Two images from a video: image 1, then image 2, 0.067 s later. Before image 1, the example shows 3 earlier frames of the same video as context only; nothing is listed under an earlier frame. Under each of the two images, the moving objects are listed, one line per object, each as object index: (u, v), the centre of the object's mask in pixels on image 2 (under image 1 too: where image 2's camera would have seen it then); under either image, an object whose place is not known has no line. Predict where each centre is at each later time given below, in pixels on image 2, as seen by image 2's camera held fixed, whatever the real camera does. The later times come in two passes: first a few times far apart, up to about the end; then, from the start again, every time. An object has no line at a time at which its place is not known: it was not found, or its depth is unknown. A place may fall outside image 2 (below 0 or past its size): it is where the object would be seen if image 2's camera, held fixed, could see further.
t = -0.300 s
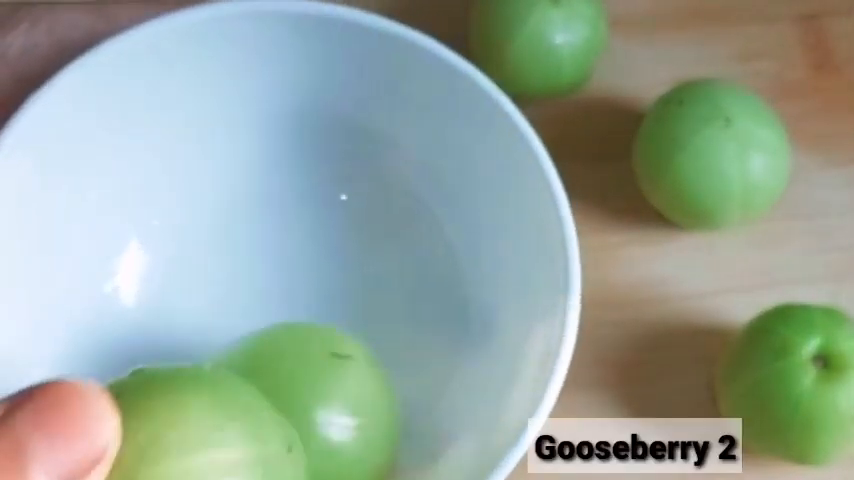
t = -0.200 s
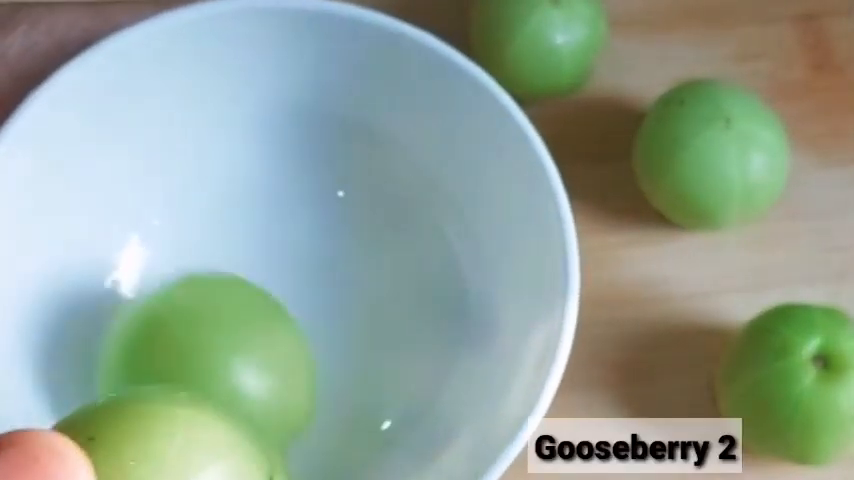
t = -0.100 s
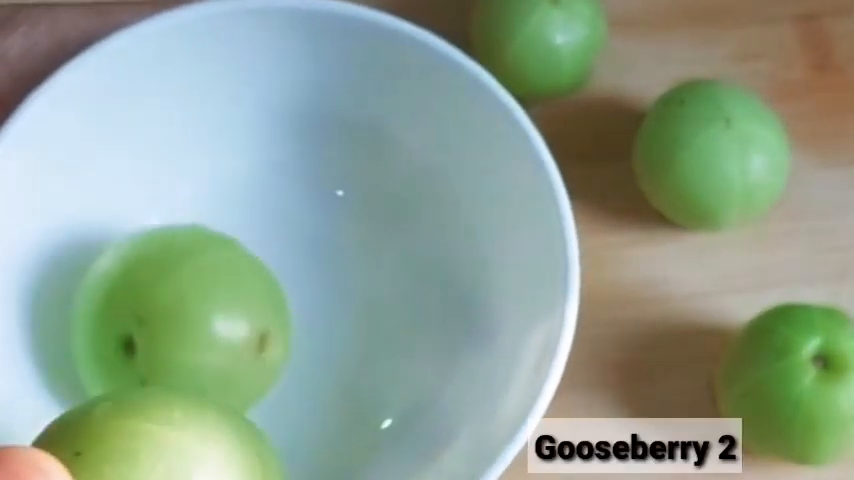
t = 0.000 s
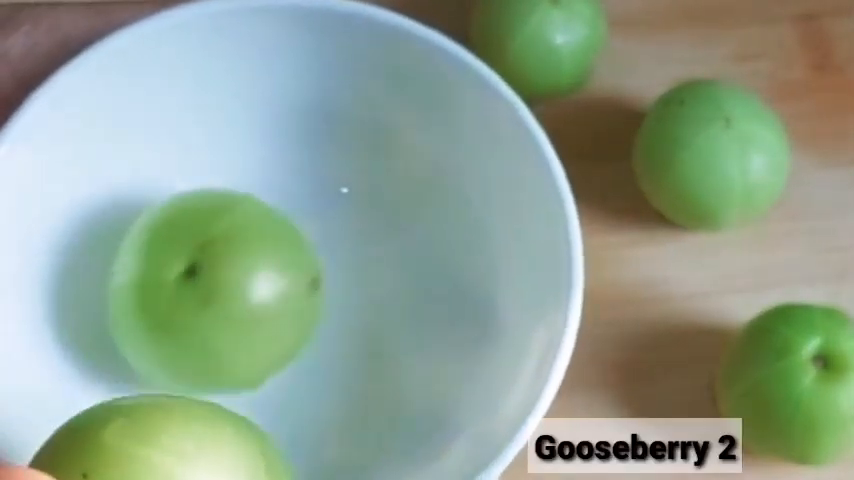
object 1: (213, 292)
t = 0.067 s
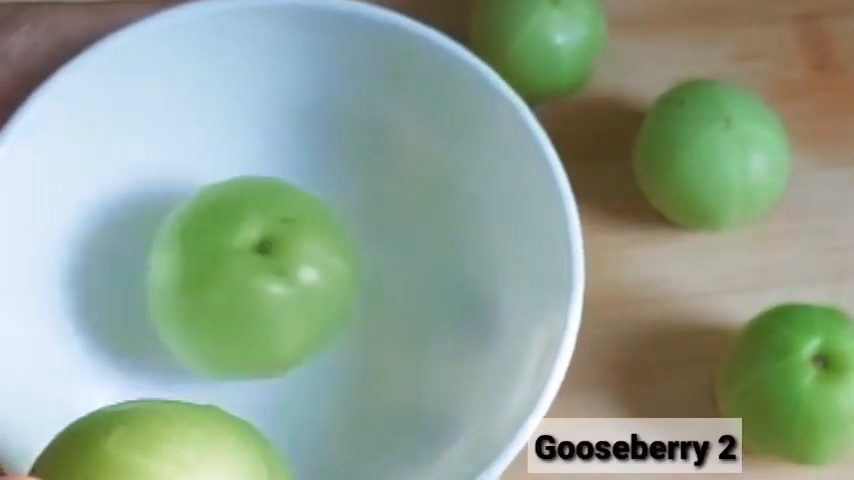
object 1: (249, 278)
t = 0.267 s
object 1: (293, 376)
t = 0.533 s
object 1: (300, 327)
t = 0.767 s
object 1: (246, 287)
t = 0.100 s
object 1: (269, 285)
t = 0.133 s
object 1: (284, 297)
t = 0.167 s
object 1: (293, 314)
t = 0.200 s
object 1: (294, 336)
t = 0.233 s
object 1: (292, 356)
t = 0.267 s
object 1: (293, 376)
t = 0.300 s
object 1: (295, 390)
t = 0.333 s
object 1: (298, 396)
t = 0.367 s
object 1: (298, 394)
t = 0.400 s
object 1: (300, 385)
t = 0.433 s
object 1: (301, 371)
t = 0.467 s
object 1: (304, 354)
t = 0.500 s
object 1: (304, 338)
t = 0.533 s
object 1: (300, 327)
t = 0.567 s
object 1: (290, 321)
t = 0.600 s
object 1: (272, 318)
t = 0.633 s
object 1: (257, 314)
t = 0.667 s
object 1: (249, 307)
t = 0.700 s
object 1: (245, 298)
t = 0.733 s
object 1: (244, 288)
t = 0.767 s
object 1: (246, 287)
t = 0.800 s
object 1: (251, 294)
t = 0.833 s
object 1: (259, 301)
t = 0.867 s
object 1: (266, 309)
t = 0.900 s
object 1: (273, 318)
